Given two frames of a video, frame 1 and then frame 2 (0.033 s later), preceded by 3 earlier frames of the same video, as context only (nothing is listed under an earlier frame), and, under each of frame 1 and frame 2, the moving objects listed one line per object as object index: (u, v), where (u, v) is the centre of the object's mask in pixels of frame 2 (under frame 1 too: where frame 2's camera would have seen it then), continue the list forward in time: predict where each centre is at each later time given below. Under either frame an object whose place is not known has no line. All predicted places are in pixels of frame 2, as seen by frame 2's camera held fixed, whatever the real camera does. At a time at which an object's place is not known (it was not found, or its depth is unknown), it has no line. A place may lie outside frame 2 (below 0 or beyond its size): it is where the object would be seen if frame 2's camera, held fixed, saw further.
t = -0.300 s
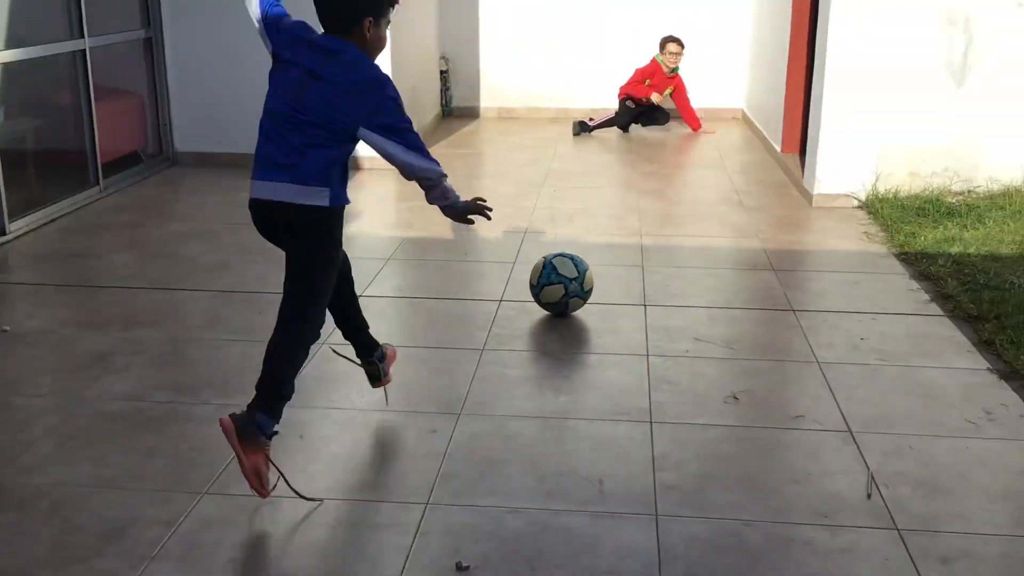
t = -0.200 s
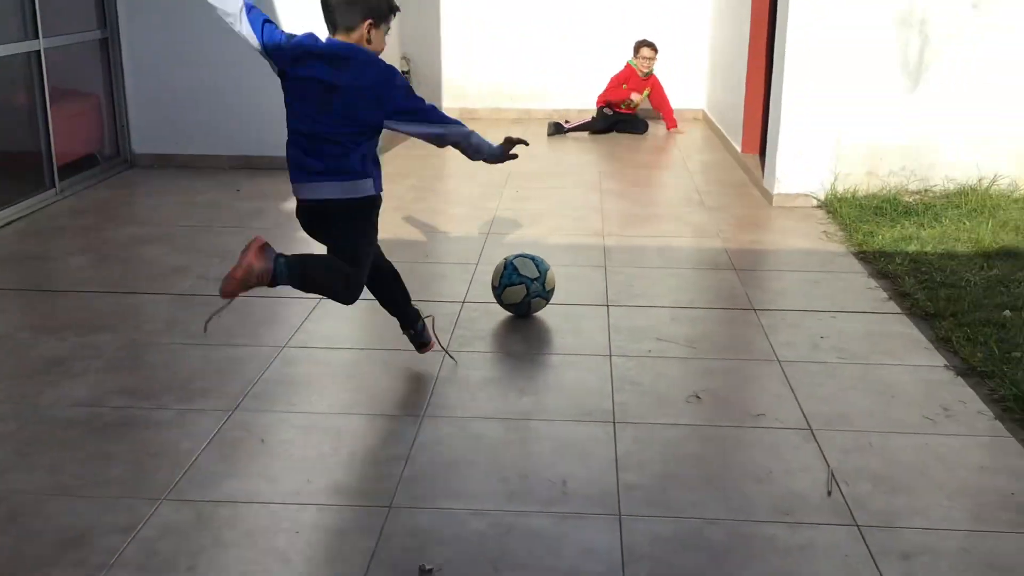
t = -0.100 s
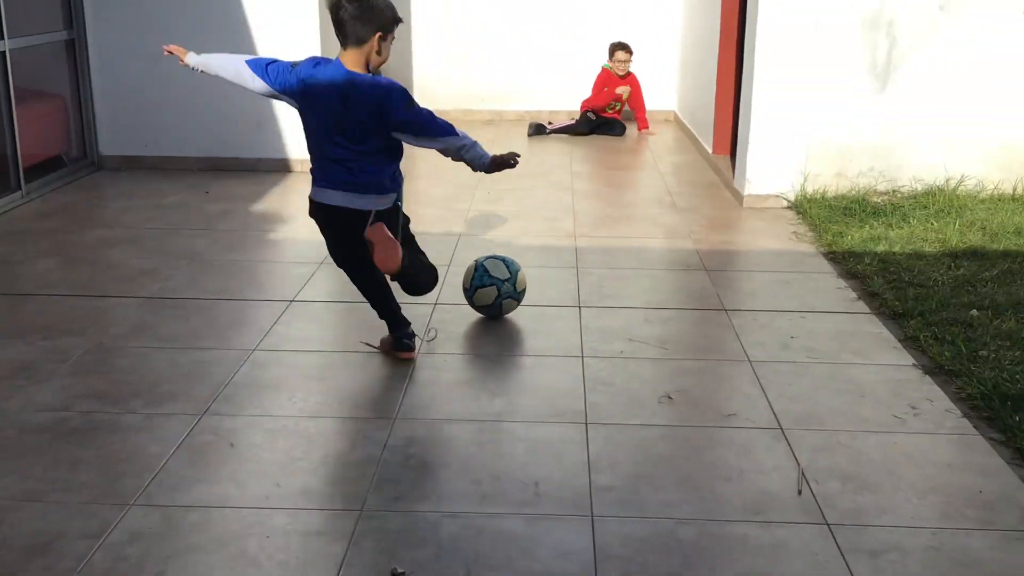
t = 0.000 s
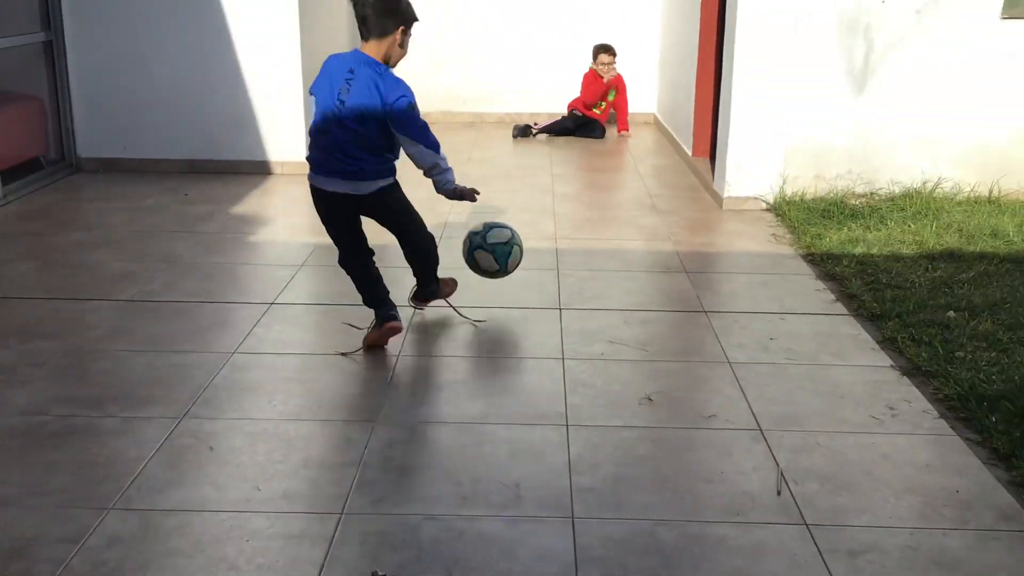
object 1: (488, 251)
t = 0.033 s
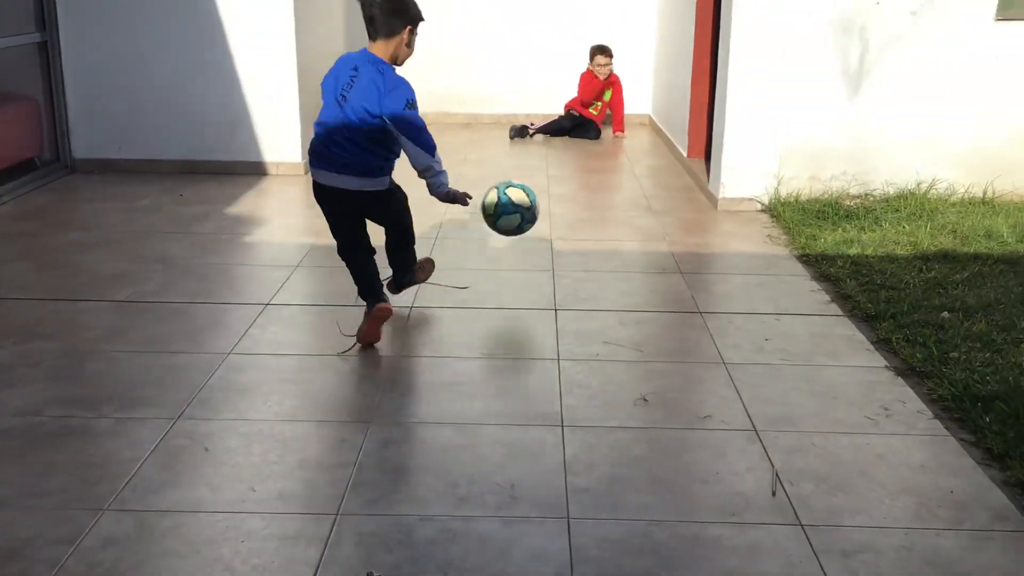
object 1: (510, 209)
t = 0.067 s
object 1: (530, 171)
